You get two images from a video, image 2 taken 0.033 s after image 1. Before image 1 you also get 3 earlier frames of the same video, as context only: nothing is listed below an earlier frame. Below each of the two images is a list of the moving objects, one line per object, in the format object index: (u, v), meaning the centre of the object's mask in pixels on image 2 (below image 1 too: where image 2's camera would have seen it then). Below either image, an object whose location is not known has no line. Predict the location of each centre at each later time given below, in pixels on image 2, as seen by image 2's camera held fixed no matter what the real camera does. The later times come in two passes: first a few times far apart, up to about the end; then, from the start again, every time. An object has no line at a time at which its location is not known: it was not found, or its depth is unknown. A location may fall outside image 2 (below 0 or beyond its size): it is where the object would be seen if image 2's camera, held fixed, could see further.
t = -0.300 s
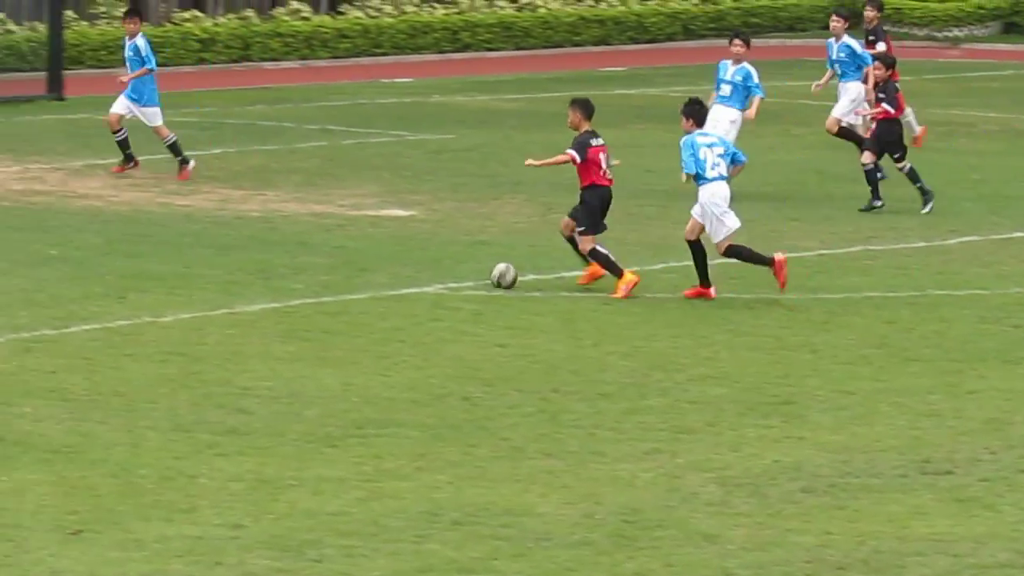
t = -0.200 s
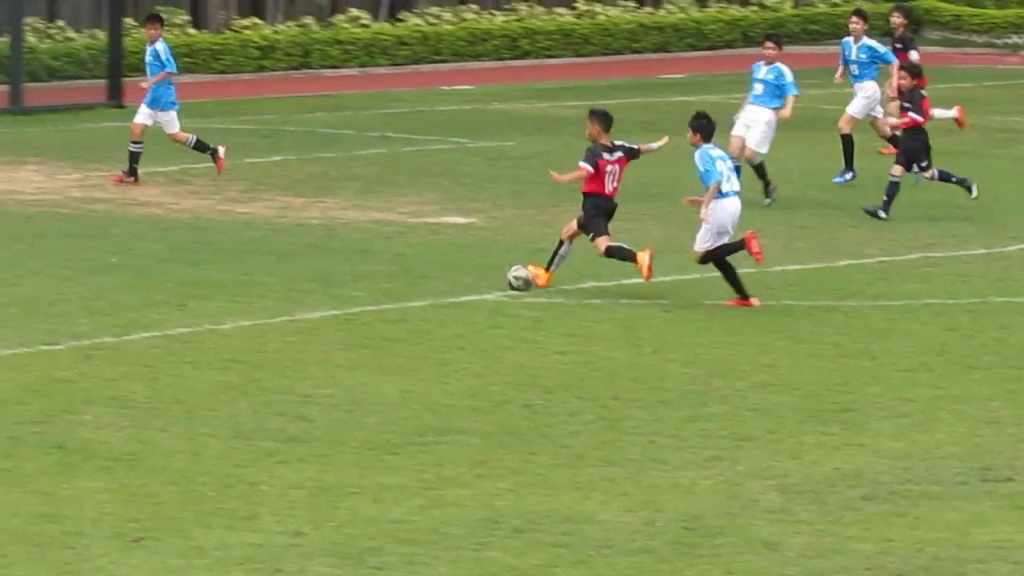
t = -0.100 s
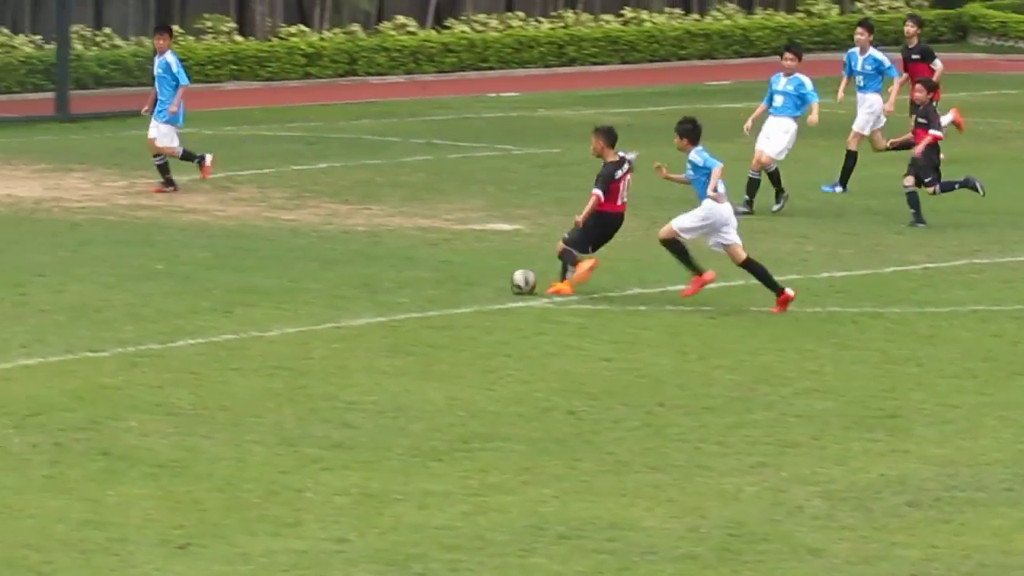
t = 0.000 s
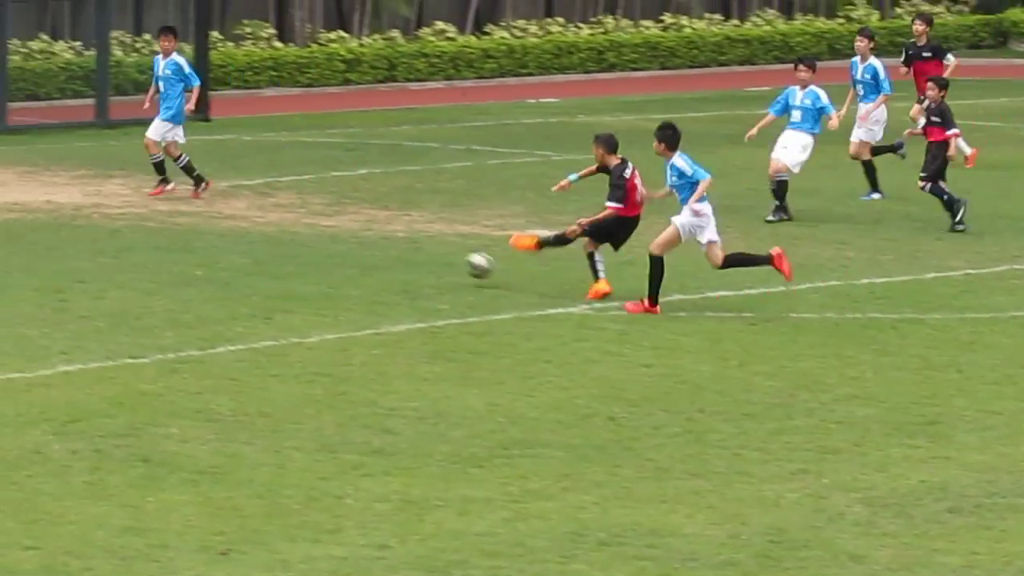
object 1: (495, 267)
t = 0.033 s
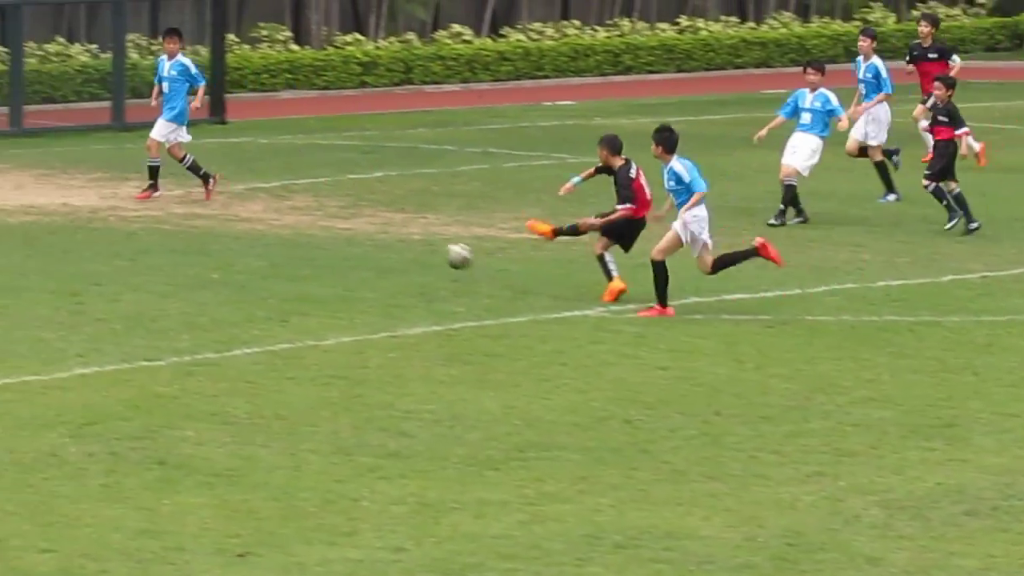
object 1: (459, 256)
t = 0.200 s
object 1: (296, 227)
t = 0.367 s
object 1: (172, 214)
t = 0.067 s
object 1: (422, 246)
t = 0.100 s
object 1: (389, 239)
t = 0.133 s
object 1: (357, 233)
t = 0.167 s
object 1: (326, 229)
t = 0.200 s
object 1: (296, 227)
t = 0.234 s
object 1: (268, 225)
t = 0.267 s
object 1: (241, 226)
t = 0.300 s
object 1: (214, 228)
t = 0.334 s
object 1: (192, 225)
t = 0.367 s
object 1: (172, 214)
